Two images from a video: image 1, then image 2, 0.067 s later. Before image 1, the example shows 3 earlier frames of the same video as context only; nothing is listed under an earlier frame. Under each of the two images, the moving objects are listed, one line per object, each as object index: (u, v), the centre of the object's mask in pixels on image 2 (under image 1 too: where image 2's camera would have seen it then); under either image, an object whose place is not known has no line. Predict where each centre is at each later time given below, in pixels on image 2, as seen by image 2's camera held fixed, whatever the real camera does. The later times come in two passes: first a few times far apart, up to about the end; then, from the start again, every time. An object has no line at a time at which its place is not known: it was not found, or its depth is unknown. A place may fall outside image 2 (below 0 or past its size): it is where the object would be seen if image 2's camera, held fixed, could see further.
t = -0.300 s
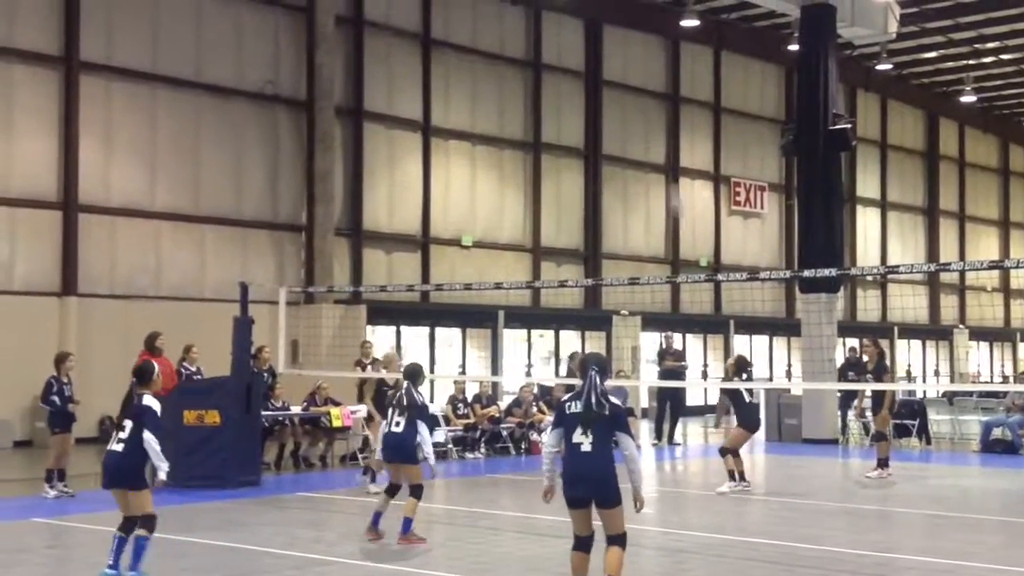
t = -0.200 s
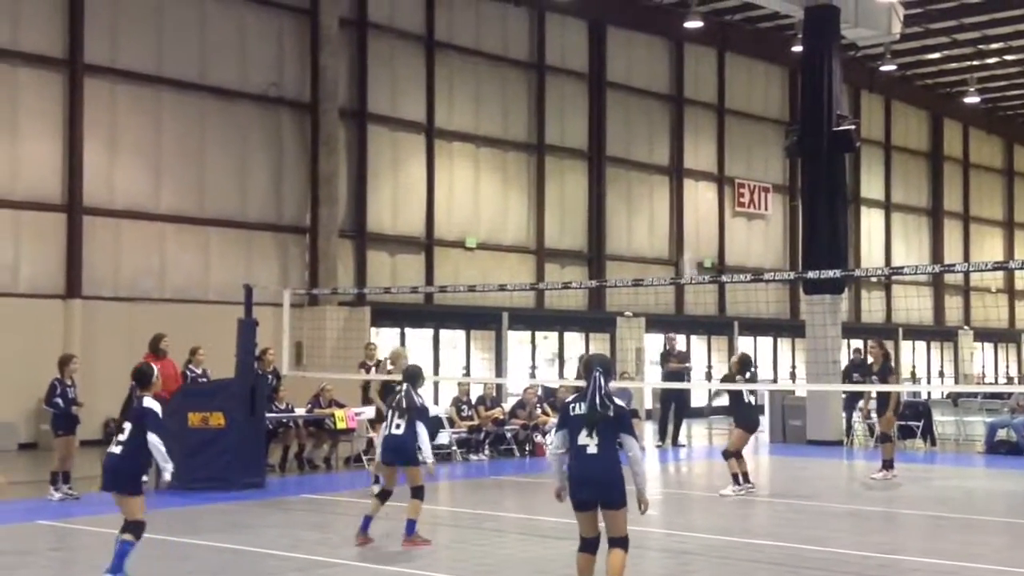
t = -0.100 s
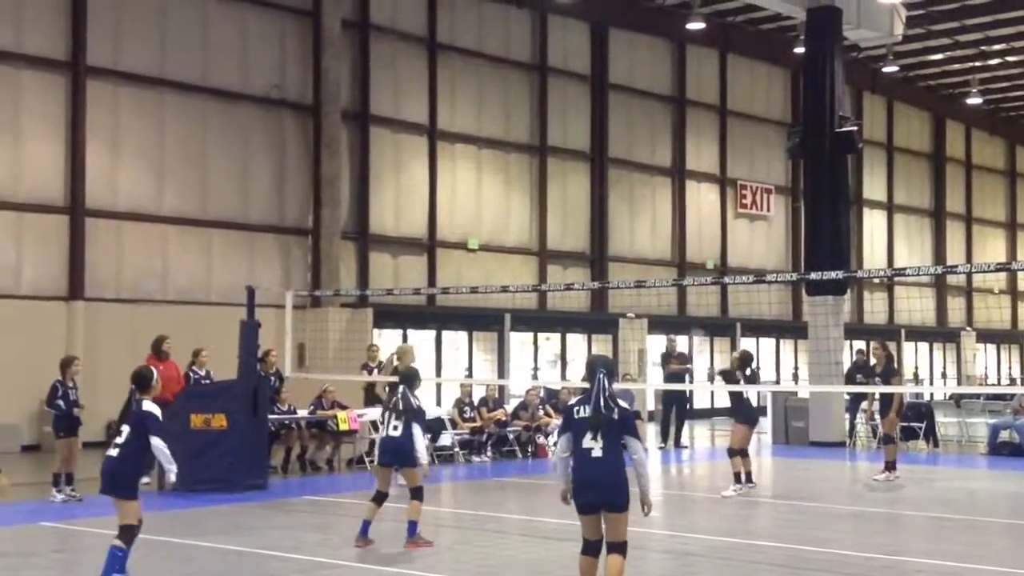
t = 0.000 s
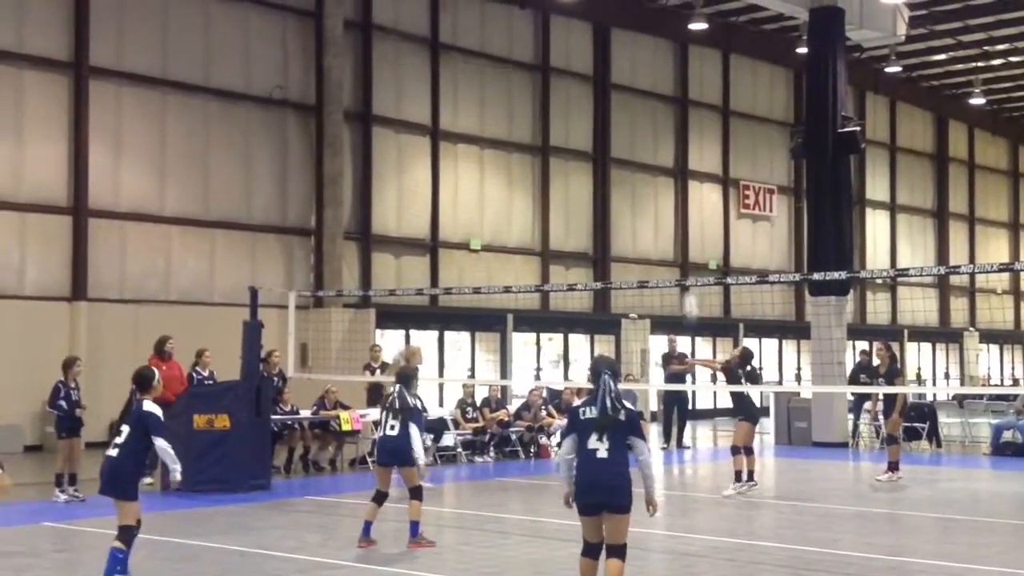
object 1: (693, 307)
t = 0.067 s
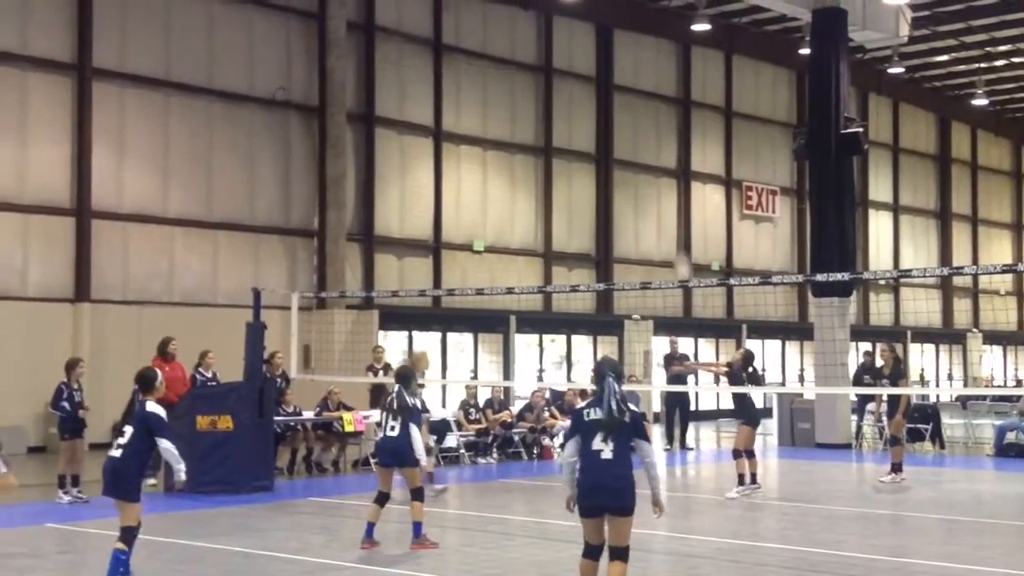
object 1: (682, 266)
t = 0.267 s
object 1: (654, 166)
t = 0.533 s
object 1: (611, 80)
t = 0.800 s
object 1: (566, 64)
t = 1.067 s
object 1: (512, 137)
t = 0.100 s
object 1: (678, 250)
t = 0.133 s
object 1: (672, 230)
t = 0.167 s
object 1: (668, 214)
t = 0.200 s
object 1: (662, 197)
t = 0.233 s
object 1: (658, 179)
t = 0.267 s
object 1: (654, 166)
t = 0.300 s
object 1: (649, 154)
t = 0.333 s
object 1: (644, 136)
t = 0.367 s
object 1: (638, 126)
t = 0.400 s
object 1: (633, 116)
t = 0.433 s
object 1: (628, 106)
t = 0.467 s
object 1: (622, 96)
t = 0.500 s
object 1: (617, 88)
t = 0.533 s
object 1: (611, 80)
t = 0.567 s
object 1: (607, 74)
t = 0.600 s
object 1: (602, 69)
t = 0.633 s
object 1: (597, 65)
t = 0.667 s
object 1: (591, 62)
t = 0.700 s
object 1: (584, 60)
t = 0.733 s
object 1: (578, 59)
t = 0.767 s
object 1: (572, 61)
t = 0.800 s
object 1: (566, 64)
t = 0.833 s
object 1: (559, 68)
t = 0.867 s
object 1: (553, 72)
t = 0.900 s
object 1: (546, 79)
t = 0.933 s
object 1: (540, 88)
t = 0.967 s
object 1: (534, 97)
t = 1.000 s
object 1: (528, 103)
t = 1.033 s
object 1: (520, 119)
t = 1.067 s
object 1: (512, 137)
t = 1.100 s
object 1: (505, 153)
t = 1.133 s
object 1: (498, 173)
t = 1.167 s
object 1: (489, 198)
